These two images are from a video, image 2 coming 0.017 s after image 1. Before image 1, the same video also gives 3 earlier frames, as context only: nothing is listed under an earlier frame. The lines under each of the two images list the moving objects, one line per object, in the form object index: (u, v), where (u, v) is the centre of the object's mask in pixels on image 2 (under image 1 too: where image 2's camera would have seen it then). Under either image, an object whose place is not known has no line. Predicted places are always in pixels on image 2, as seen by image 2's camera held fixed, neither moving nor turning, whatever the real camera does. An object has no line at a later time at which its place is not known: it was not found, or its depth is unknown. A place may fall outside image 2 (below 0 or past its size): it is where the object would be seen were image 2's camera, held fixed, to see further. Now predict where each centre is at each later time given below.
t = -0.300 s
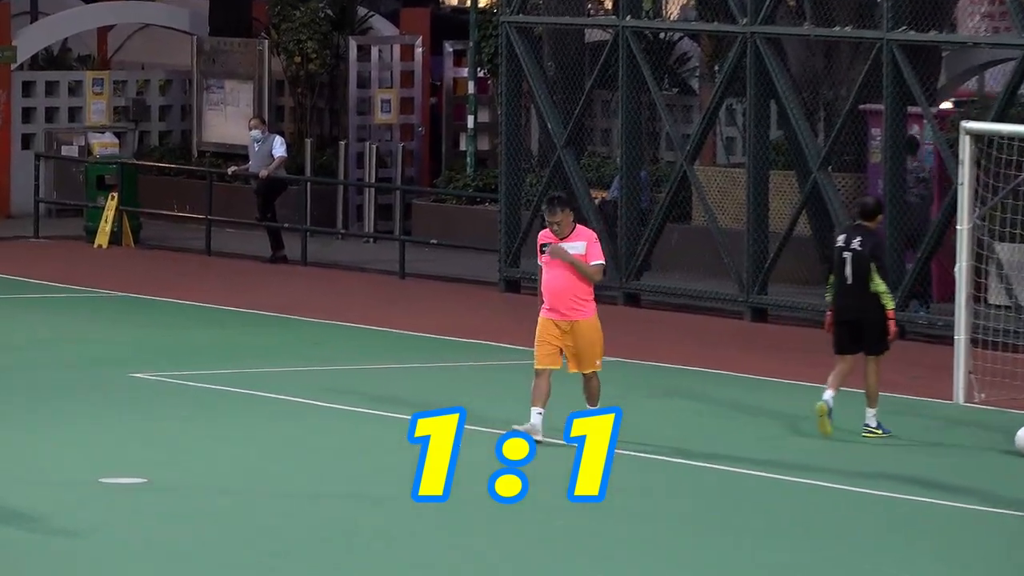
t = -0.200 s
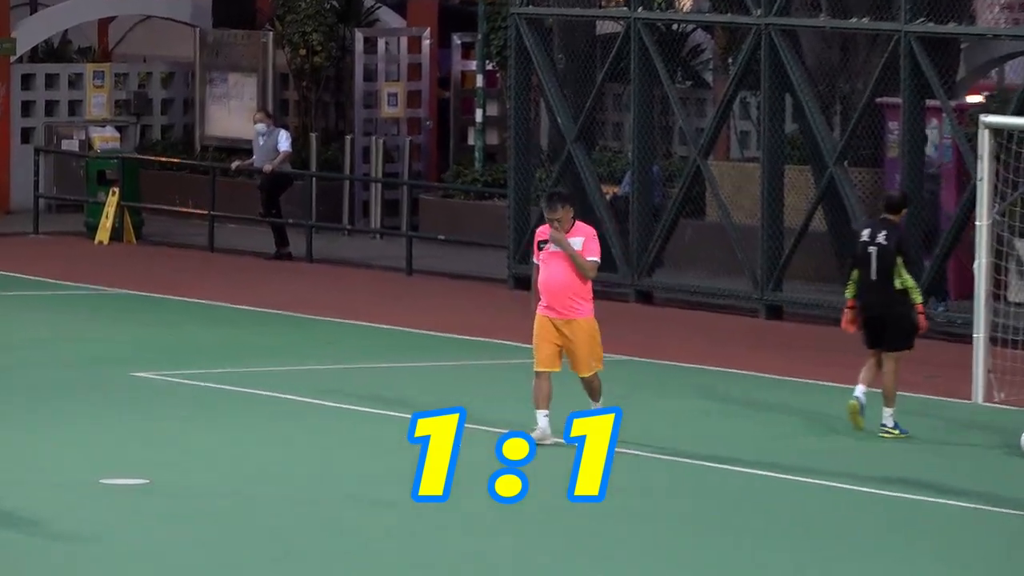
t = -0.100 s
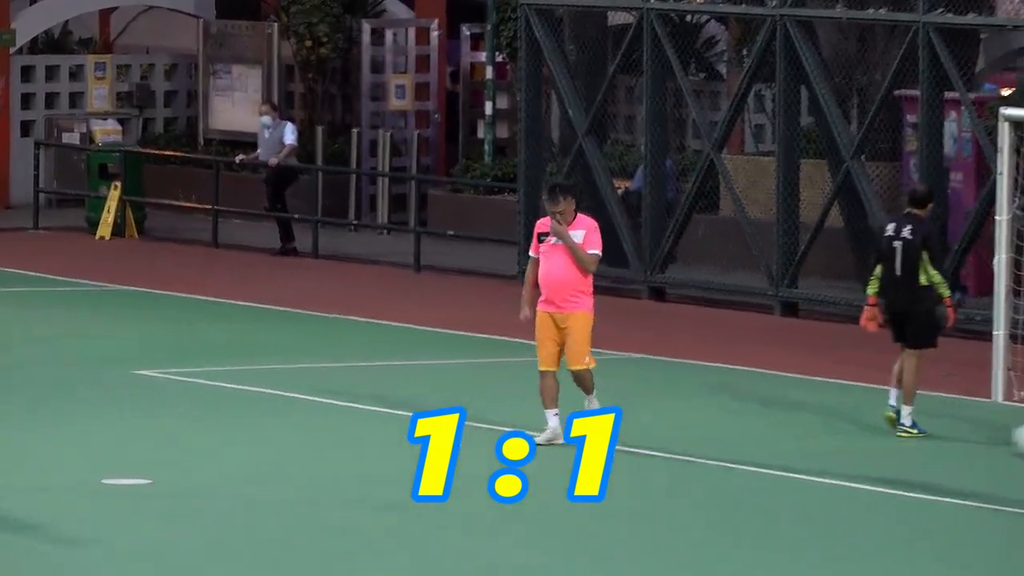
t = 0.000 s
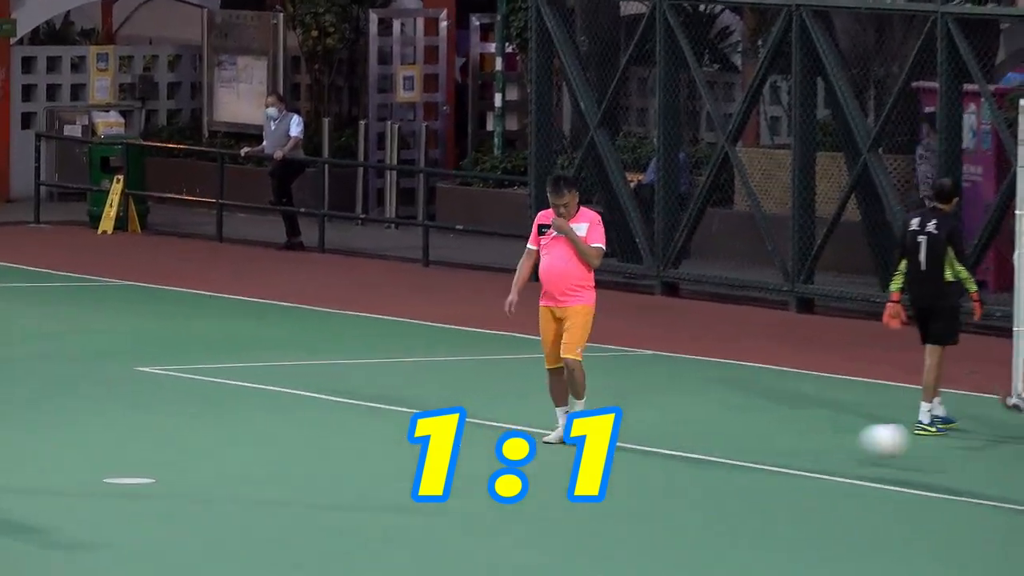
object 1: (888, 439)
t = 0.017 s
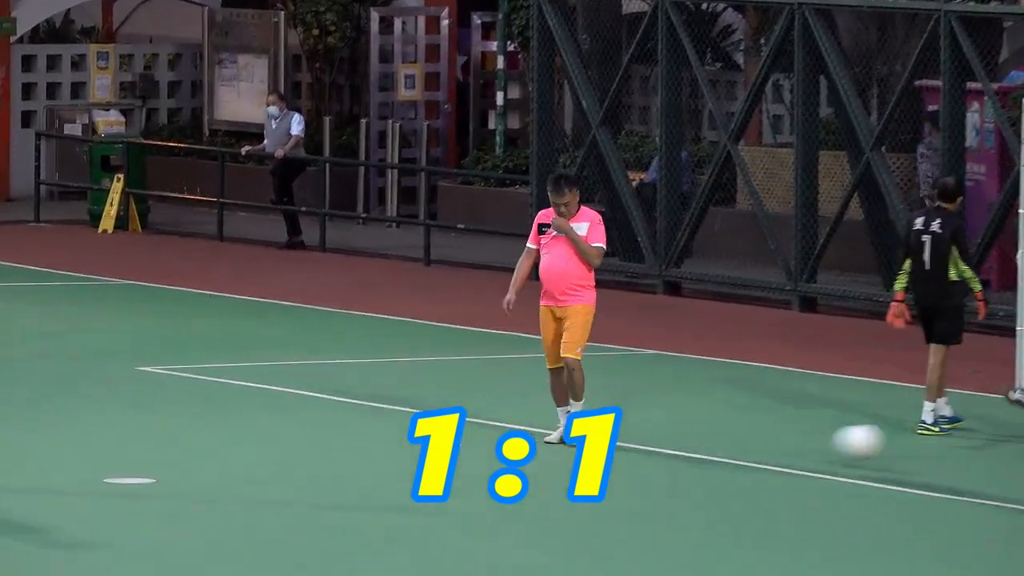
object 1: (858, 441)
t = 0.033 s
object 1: (828, 442)
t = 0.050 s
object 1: (799, 446)
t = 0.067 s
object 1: (768, 447)
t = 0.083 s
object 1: (738, 450)
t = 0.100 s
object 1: (708, 454)
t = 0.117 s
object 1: (679, 455)
